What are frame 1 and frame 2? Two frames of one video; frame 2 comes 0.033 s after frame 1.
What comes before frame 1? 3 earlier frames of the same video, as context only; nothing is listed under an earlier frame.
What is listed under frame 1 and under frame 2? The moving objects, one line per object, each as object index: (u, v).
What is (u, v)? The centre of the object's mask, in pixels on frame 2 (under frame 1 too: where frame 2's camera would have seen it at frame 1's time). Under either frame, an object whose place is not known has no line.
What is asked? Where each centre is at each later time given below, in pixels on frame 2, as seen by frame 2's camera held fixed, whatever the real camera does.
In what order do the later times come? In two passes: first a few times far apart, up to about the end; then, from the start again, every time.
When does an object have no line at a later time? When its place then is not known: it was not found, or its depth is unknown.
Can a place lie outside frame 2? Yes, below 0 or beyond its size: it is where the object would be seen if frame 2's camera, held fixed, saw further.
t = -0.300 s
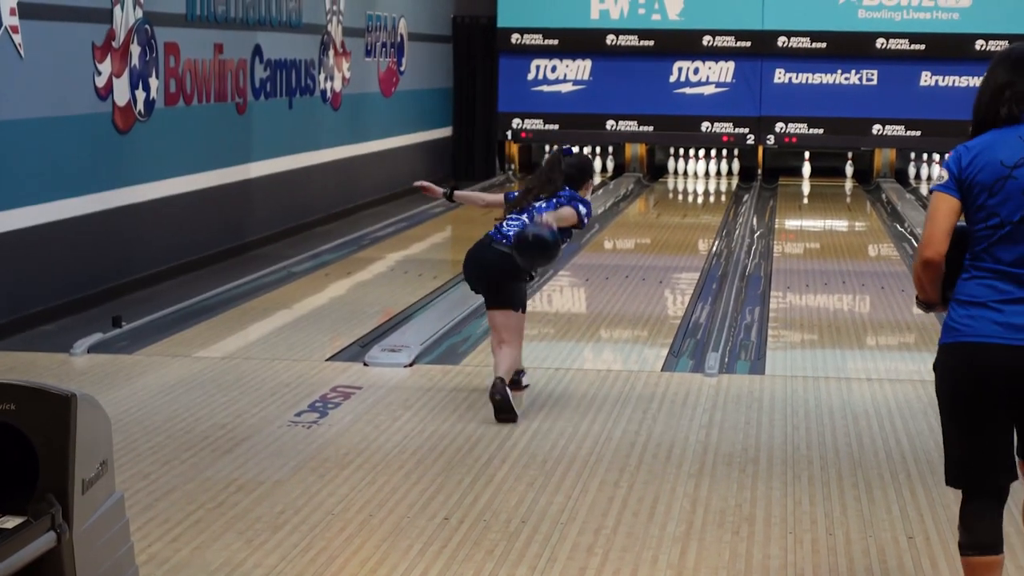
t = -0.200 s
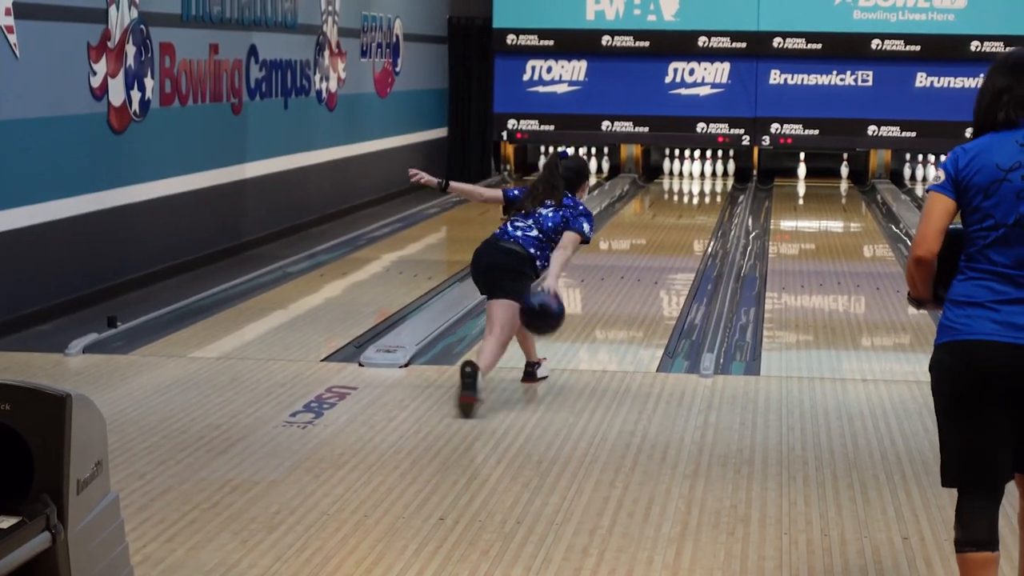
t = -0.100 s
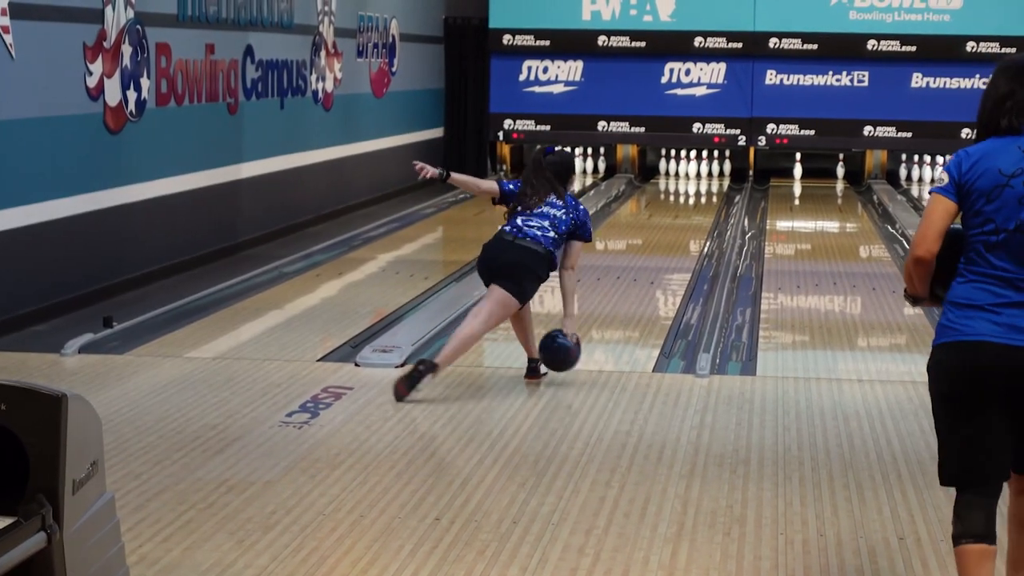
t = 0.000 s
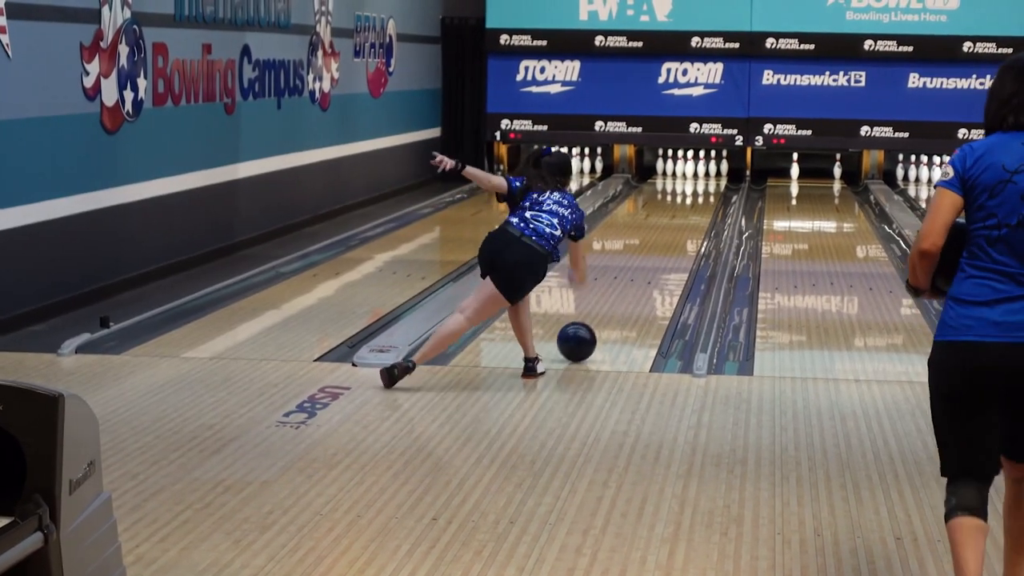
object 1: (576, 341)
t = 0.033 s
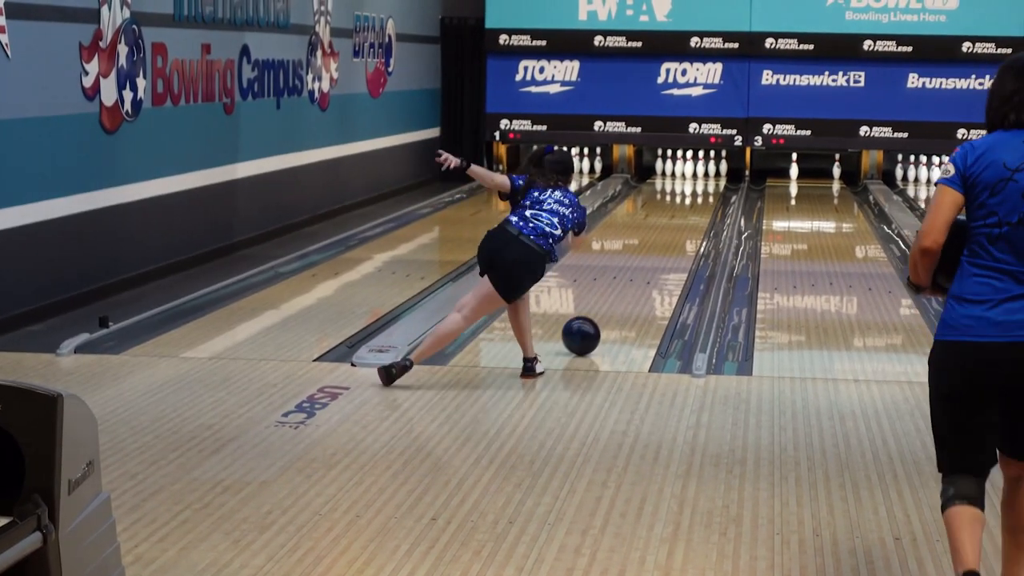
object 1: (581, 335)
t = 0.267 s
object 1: (612, 299)
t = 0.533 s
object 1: (638, 267)
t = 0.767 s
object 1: (655, 246)
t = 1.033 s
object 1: (670, 226)
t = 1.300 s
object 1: (681, 211)
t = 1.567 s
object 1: (689, 198)
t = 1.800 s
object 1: (695, 189)
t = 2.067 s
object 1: (697, 180)
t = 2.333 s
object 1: (694, 173)
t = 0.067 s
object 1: (586, 329)
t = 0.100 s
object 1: (591, 324)
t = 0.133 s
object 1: (595, 318)
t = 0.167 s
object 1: (600, 313)
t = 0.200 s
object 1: (604, 308)
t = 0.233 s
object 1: (608, 303)
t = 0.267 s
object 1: (612, 299)
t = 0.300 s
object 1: (616, 294)
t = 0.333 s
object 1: (619, 290)
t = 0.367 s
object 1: (622, 286)
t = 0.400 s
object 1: (626, 282)
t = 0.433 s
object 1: (629, 278)
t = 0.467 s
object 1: (632, 274)
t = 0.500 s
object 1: (635, 271)
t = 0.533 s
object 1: (638, 267)
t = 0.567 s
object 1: (640, 264)
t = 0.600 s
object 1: (643, 261)
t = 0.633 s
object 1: (646, 258)
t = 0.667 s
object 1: (648, 254)
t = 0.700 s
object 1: (650, 251)
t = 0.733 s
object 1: (653, 249)
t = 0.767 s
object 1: (655, 246)
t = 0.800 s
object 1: (657, 243)
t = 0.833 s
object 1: (659, 240)
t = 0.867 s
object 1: (661, 238)
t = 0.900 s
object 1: (663, 236)
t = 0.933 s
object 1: (664, 233)
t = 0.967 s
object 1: (666, 231)
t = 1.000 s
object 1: (668, 228)
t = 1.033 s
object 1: (670, 226)
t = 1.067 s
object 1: (671, 224)
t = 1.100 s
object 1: (673, 222)
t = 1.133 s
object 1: (674, 220)
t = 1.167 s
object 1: (676, 218)
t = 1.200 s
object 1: (677, 216)
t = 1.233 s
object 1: (678, 214)
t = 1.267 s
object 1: (680, 213)
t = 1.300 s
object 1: (681, 211)
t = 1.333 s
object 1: (682, 209)
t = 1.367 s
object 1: (683, 207)
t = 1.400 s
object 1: (684, 206)
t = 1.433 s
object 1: (685, 204)
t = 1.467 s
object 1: (686, 203)
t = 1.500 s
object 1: (687, 201)
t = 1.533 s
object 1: (689, 200)
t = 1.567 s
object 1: (689, 198)
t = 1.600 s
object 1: (690, 197)
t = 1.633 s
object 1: (691, 195)
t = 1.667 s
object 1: (692, 194)
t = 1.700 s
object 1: (693, 193)
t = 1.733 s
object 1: (693, 191)
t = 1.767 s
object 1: (694, 190)
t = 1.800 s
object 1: (695, 189)
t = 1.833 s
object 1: (695, 188)
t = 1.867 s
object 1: (696, 186)
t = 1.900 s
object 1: (696, 186)
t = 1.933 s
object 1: (696, 184)
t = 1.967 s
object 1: (697, 183)
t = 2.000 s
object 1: (697, 182)
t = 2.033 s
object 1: (697, 181)
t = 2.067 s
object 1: (697, 180)
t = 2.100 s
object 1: (697, 179)
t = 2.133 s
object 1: (696, 178)
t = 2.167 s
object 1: (696, 177)
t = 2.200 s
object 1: (696, 177)
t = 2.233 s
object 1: (696, 175)
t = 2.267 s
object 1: (695, 175)
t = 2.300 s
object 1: (694, 174)
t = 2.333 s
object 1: (694, 173)
